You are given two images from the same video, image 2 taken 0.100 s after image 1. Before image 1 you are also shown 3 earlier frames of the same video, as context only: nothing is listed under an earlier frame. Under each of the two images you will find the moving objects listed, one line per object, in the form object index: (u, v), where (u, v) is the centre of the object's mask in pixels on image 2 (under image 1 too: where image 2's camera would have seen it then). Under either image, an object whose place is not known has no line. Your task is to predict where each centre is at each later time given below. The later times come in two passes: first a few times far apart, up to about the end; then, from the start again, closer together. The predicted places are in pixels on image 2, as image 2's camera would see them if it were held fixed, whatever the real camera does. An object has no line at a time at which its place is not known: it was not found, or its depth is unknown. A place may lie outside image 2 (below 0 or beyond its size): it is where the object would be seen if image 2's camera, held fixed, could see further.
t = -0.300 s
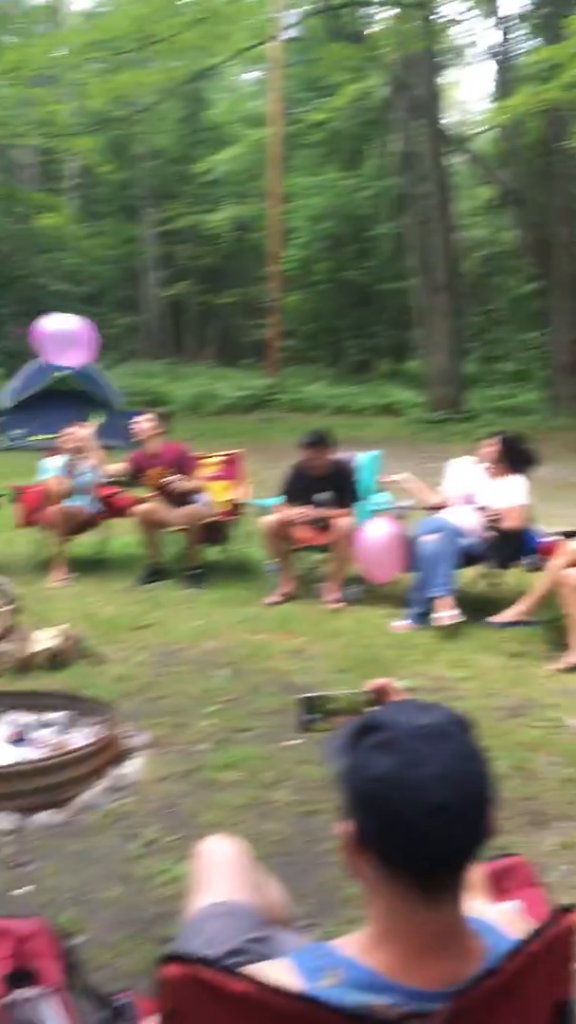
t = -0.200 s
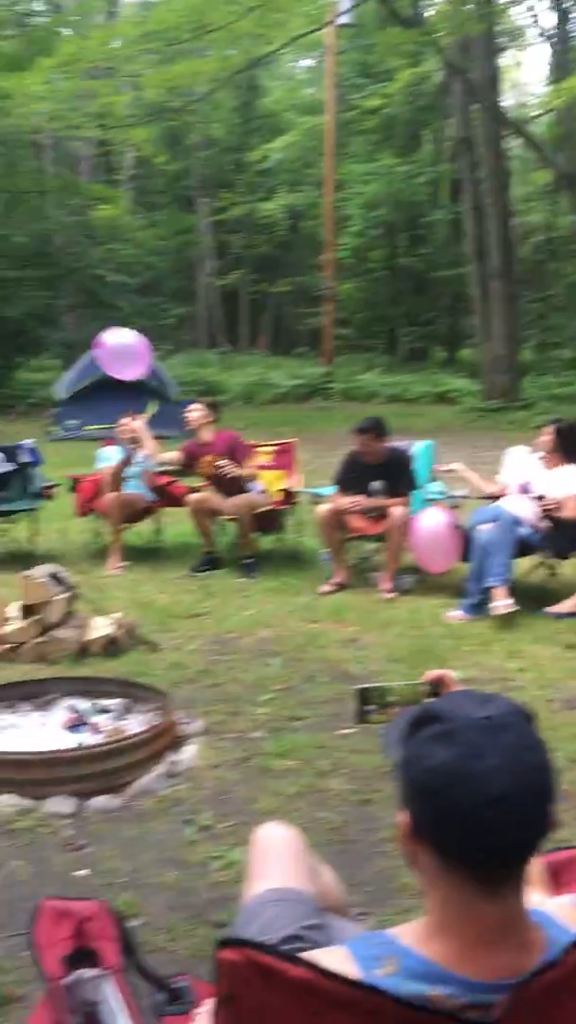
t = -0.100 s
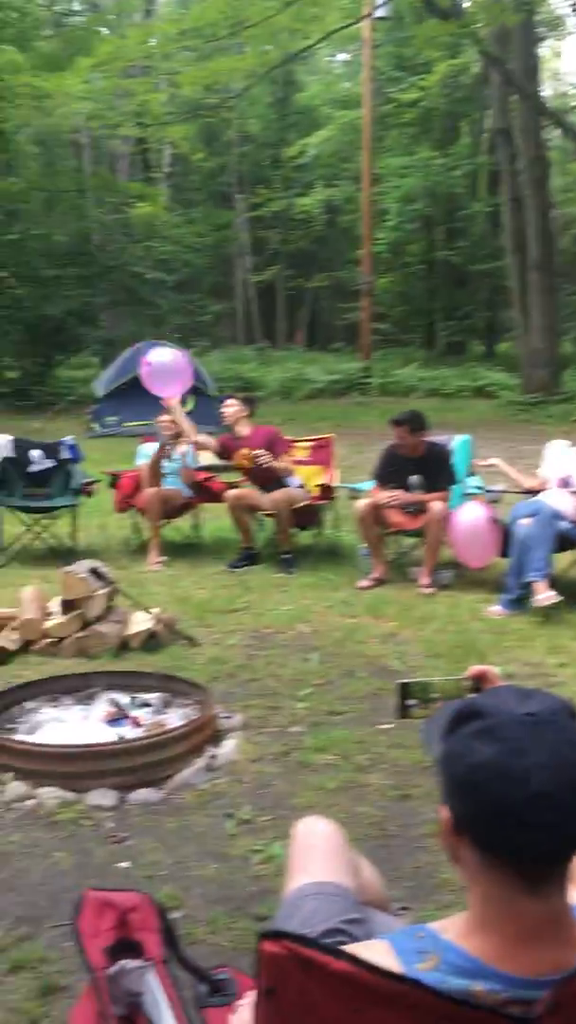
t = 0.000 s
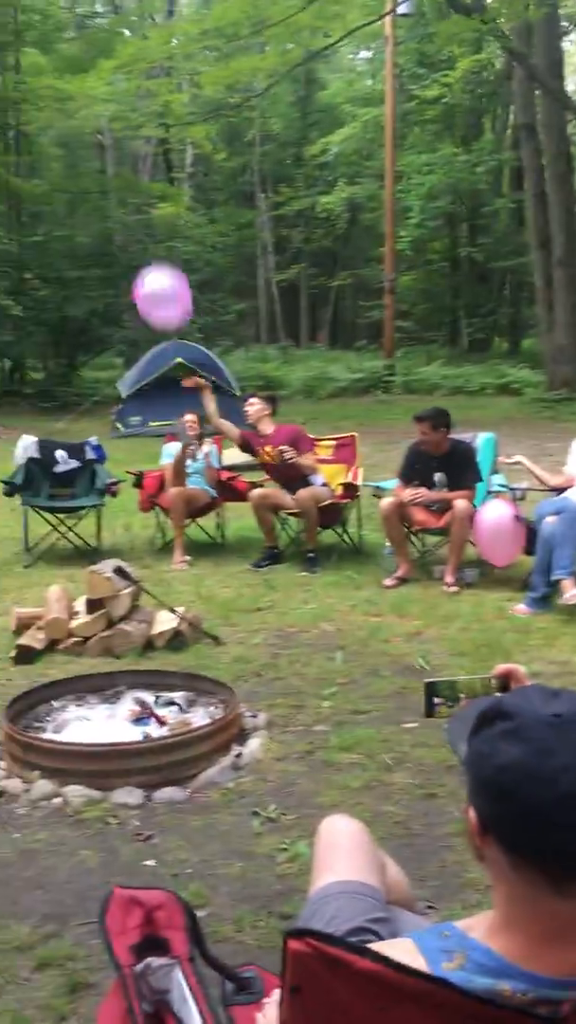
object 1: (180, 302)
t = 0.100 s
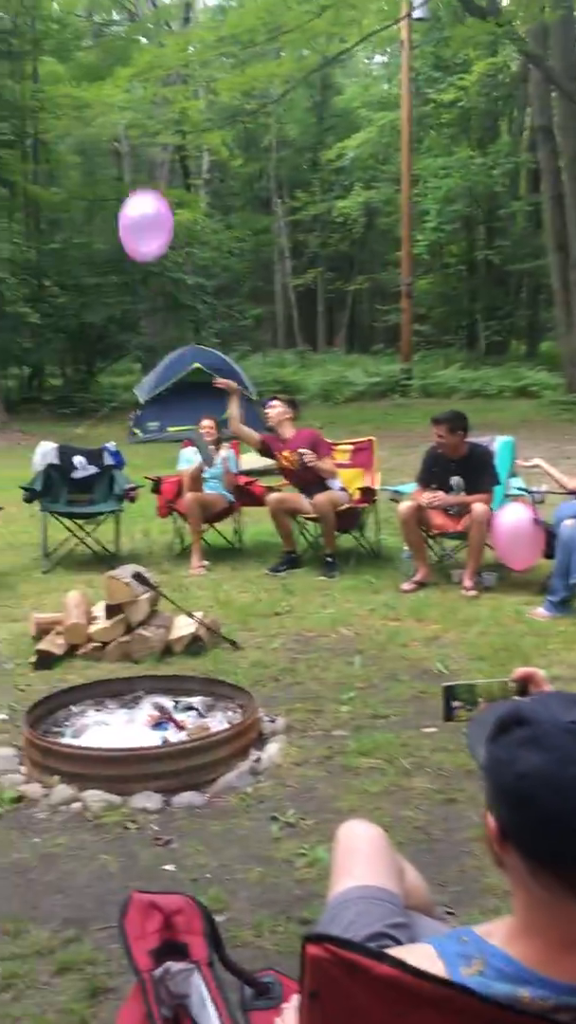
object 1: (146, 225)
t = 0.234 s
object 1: (100, 147)
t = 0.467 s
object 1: (34, 73)
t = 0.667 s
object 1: (3, 46)
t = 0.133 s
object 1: (134, 202)
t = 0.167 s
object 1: (122, 181)
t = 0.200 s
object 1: (111, 162)
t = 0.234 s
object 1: (100, 147)
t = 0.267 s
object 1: (89, 132)
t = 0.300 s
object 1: (78, 119)
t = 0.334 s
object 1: (68, 108)
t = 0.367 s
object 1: (59, 97)
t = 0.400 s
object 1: (49, 88)
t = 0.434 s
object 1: (41, 80)
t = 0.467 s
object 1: (34, 73)
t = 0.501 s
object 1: (27, 67)
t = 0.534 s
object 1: (22, 61)
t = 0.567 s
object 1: (16, 56)
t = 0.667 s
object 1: (3, 46)
